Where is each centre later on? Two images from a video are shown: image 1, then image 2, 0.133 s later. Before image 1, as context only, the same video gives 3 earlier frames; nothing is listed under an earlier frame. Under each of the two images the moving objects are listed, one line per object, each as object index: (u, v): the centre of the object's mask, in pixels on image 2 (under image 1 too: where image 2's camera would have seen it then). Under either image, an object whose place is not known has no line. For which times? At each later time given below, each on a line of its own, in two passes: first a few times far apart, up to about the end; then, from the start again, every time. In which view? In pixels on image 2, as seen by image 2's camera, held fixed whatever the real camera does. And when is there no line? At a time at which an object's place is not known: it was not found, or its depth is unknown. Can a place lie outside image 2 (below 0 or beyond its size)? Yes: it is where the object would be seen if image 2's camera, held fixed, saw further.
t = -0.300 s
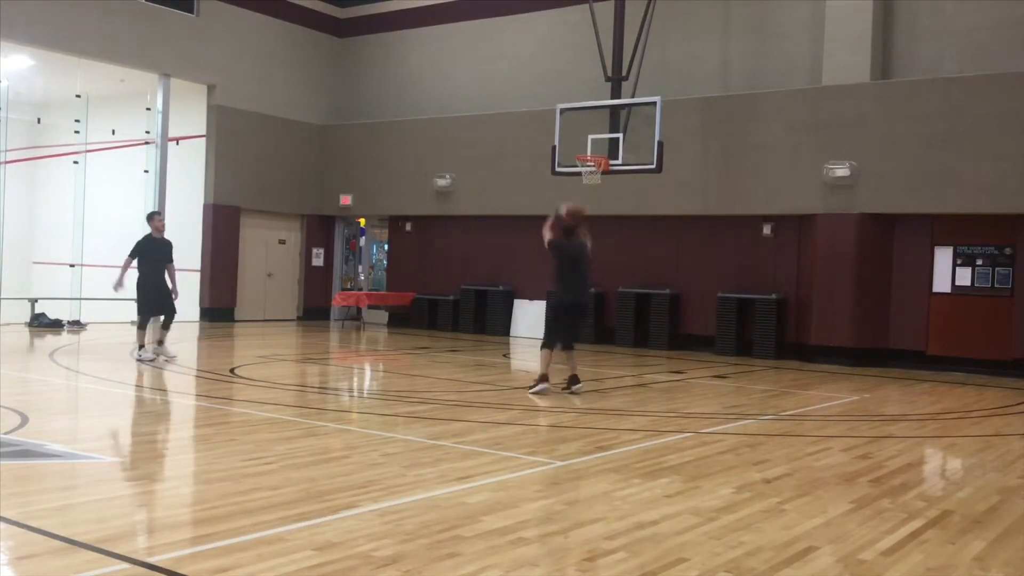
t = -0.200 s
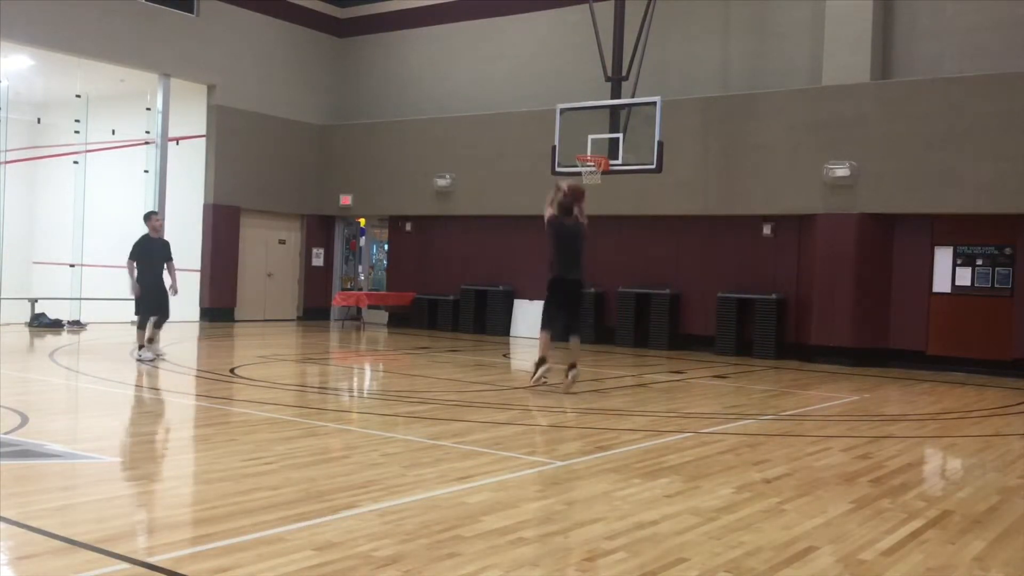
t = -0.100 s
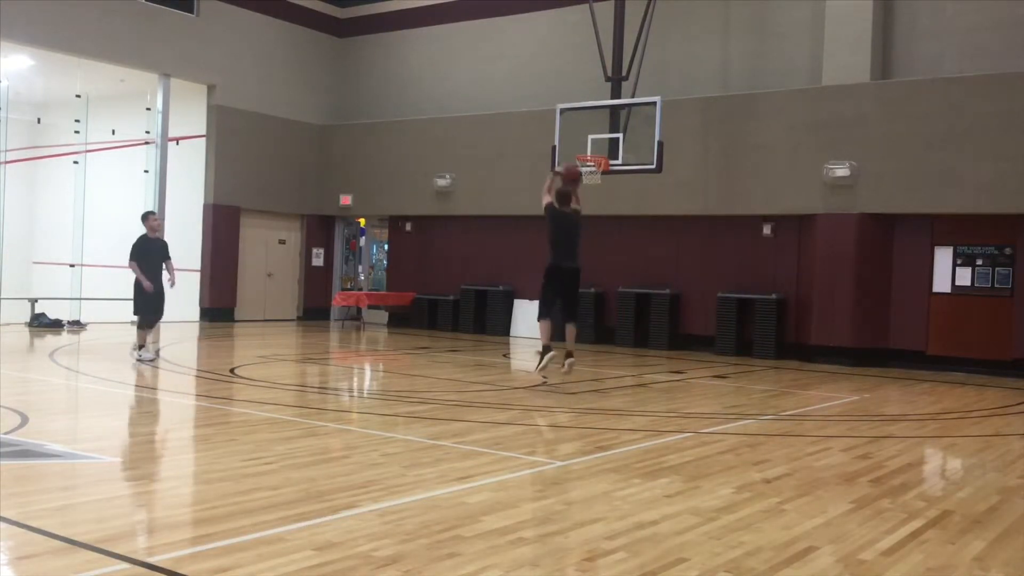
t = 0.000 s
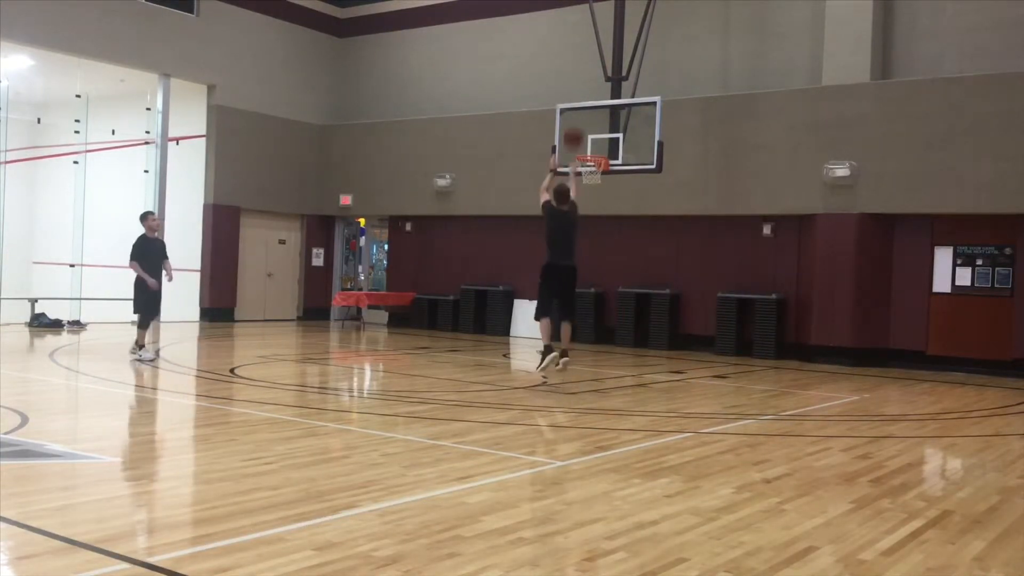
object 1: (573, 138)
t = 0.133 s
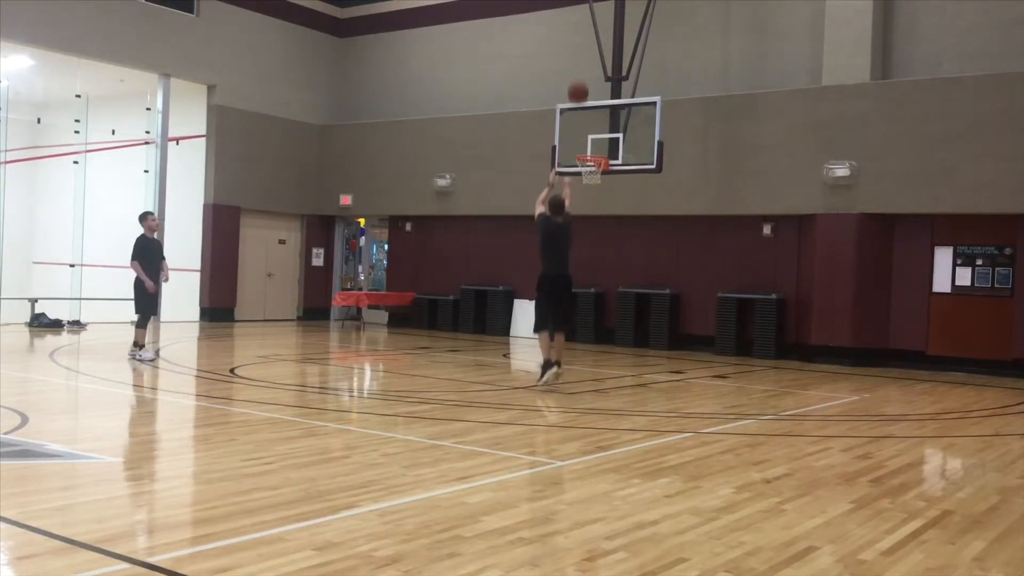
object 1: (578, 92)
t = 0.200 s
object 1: (580, 78)
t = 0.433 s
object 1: (584, 56)
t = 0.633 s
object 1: (586, 70)
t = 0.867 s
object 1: (587, 119)
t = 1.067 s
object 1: (588, 171)
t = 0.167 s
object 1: (579, 84)
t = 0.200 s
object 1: (580, 78)
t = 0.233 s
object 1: (581, 71)
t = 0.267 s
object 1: (581, 66)
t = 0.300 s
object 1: (582, 63)
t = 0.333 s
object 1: (583, 60)
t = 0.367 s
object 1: (583, 57)
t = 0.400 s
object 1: (584, 56)
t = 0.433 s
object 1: (584, 56)
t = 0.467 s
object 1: (585, 56)
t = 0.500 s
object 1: (585, 57)
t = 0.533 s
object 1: (585, 60)
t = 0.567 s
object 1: (586, 63)
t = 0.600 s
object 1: (586, 66)
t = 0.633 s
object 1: (586, 70)
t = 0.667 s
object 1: (586, 75)
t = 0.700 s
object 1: (587, 80)
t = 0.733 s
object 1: (587, 87)
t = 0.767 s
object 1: (587, 93)
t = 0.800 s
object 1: (587, 101)
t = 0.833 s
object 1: (587, 110)
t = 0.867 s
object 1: (587, 119)
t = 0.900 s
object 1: (587, 128)
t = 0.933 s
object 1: (586, 138)
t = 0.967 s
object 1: (586, 148)
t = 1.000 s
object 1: (587, 161)
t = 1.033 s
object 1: (587, 169)
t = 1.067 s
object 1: (588, 171)
